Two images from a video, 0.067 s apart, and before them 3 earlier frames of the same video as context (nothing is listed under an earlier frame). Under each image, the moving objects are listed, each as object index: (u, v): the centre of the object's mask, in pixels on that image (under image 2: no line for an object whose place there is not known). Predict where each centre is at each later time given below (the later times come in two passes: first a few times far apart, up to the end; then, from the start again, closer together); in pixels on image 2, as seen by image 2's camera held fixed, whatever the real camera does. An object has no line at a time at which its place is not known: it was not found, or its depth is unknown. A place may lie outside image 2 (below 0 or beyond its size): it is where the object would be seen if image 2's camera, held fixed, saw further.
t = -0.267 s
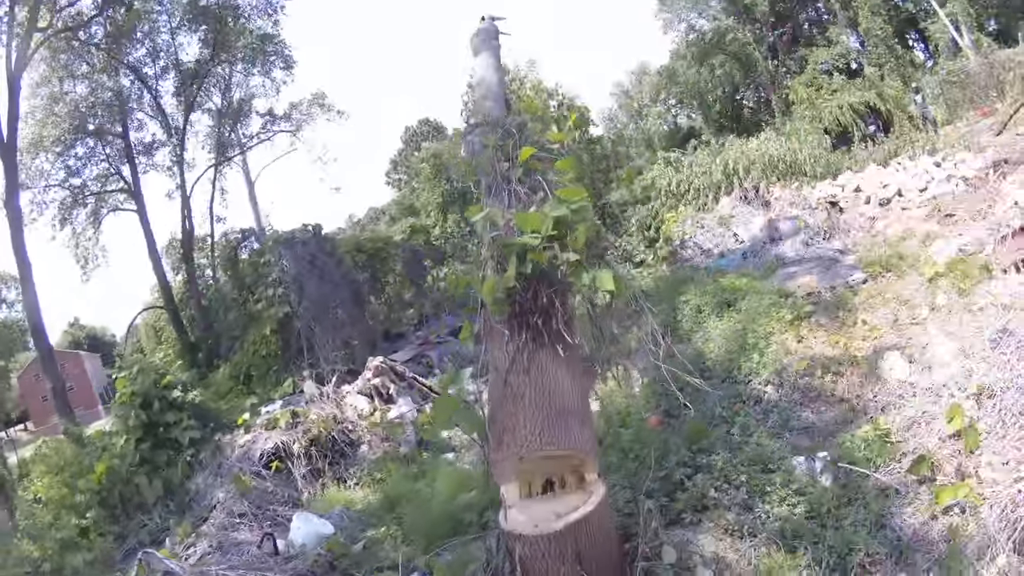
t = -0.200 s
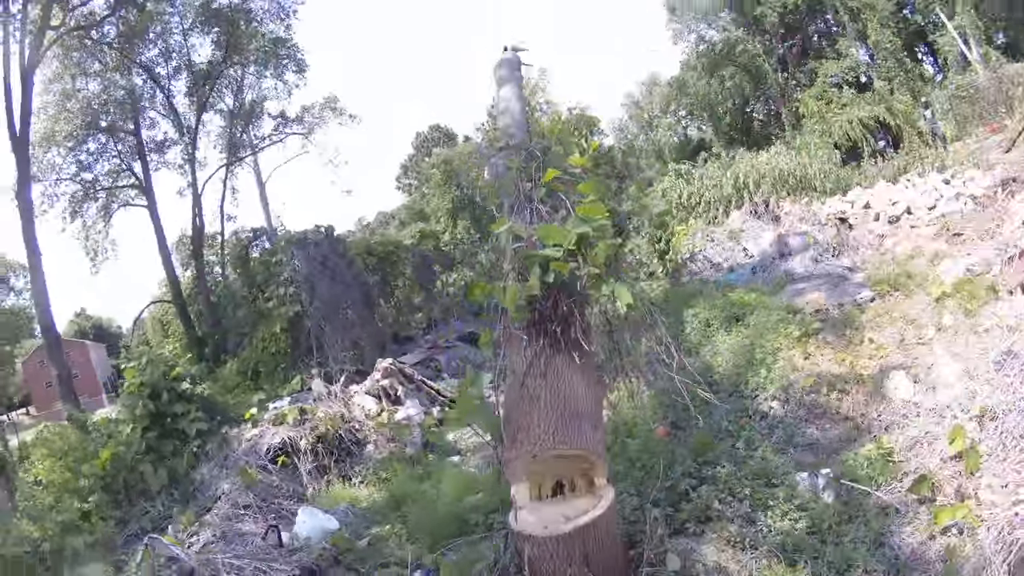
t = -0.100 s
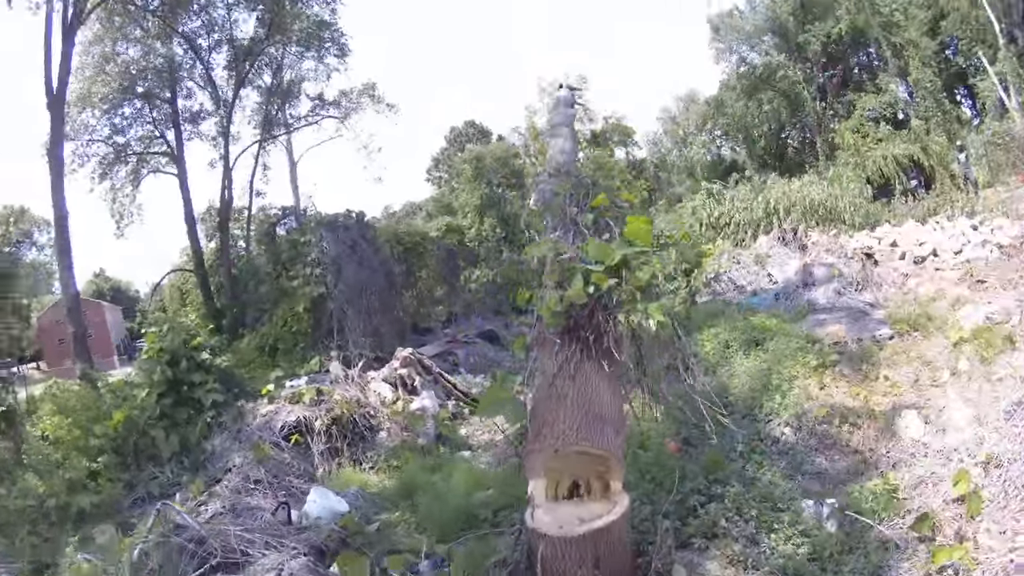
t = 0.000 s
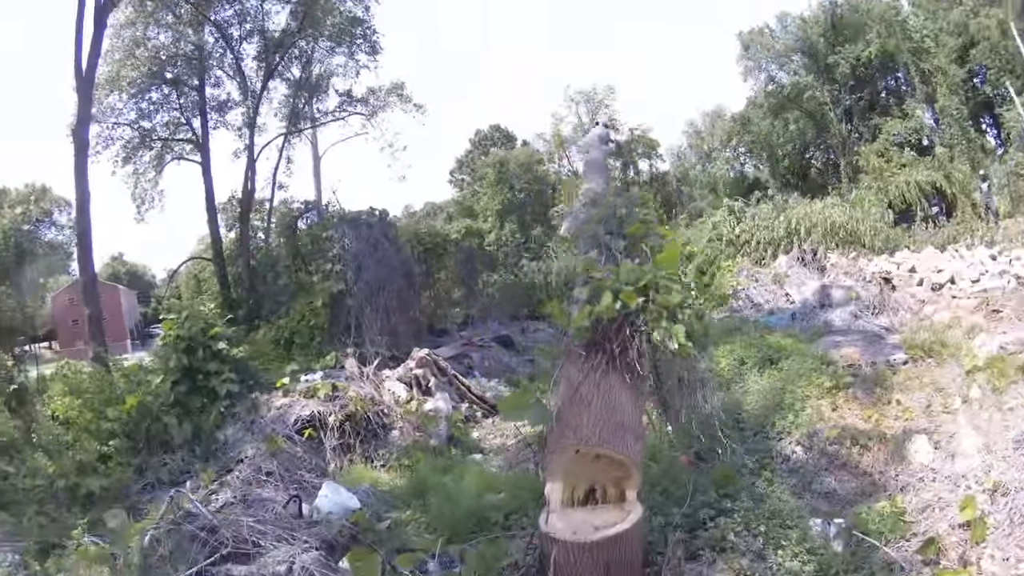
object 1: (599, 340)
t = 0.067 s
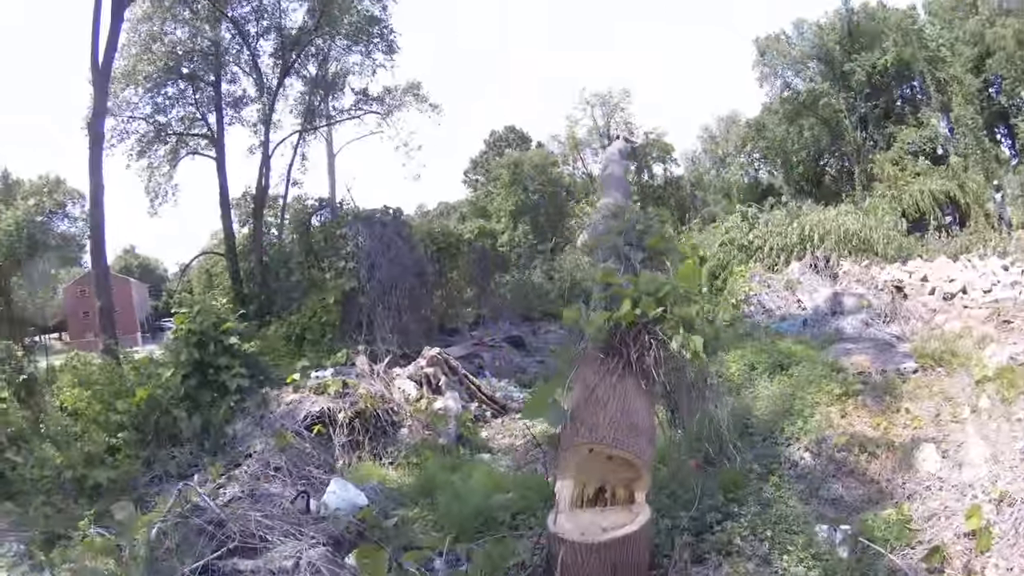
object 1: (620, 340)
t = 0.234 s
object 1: (622, 346)
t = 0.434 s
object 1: (628, 352)
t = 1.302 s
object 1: (698, 384)
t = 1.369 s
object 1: (720, 408)
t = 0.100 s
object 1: (623, 339)
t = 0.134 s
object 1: (618, 345)
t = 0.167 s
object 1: (619, 345)
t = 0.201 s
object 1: (629, 339)
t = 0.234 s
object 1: (622, 346)
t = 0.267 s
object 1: (628, 341)
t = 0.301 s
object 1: (631, 343)
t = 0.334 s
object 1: (629, 346)
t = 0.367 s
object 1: (631, 345)
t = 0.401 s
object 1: (632, 345)
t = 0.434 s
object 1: (628, 352)
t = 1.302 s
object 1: (698, 384)
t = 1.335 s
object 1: (709, 387)
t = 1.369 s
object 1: (720, 408)
